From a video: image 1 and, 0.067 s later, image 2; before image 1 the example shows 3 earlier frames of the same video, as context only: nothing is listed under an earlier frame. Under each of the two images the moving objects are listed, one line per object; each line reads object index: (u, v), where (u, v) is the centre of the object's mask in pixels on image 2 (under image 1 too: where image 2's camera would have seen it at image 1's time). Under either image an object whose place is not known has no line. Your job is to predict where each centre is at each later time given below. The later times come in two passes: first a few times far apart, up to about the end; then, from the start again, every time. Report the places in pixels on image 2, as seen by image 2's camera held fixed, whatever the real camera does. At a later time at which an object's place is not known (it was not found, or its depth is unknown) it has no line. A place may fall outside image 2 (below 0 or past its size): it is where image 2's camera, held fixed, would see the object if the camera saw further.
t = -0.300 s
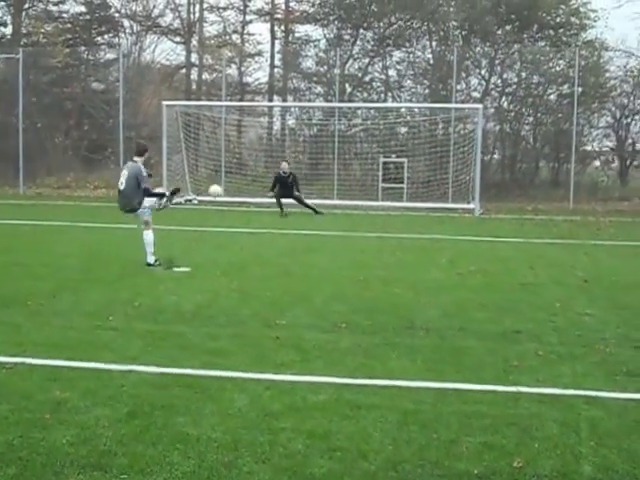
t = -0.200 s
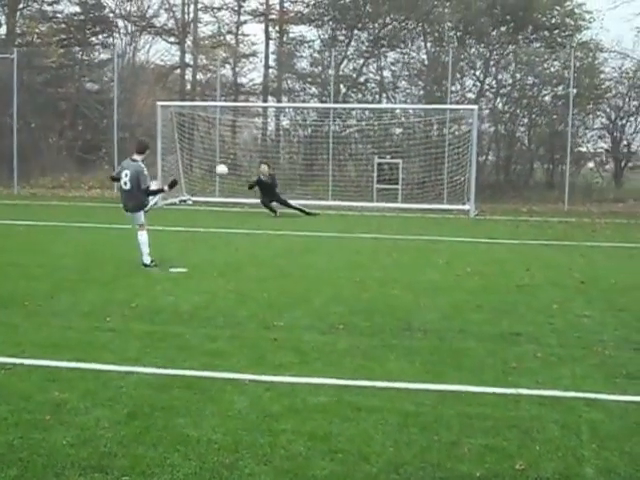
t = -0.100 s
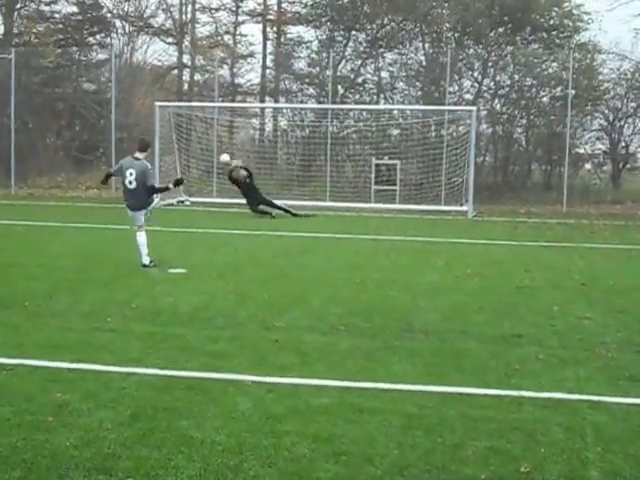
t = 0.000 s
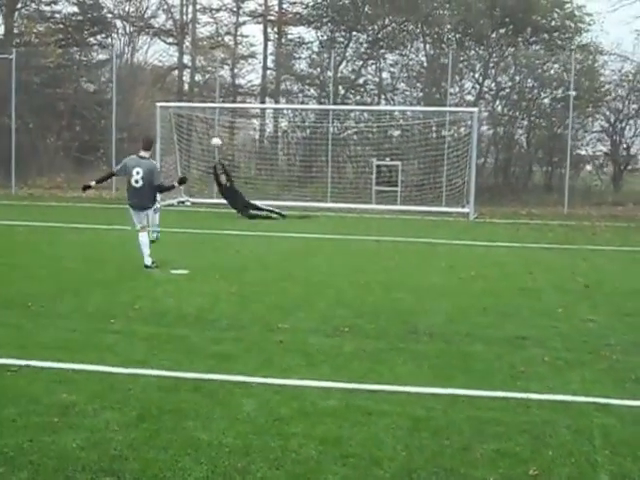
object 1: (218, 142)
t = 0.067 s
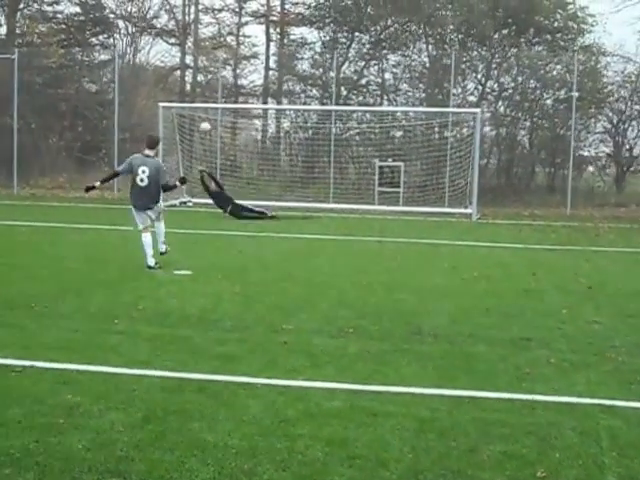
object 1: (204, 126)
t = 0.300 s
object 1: (159, 88)
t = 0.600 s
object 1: (105, 78)
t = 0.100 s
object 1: (199, 119)
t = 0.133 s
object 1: (192, 113)
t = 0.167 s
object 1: (185, 108)
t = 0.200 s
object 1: (179, 101)
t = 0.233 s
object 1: (173, 96)
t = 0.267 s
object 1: (166, 92)
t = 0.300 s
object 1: (159, 88)
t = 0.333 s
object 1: (154, 85)
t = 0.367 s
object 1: (148, 82)
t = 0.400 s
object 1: (141, 80)
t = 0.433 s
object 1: (135, 79)
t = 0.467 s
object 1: (129, 78)
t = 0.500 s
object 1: (123, 77)
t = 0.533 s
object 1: (117, 77)
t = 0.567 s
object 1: (111, 77)
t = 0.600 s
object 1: (105, 78)
